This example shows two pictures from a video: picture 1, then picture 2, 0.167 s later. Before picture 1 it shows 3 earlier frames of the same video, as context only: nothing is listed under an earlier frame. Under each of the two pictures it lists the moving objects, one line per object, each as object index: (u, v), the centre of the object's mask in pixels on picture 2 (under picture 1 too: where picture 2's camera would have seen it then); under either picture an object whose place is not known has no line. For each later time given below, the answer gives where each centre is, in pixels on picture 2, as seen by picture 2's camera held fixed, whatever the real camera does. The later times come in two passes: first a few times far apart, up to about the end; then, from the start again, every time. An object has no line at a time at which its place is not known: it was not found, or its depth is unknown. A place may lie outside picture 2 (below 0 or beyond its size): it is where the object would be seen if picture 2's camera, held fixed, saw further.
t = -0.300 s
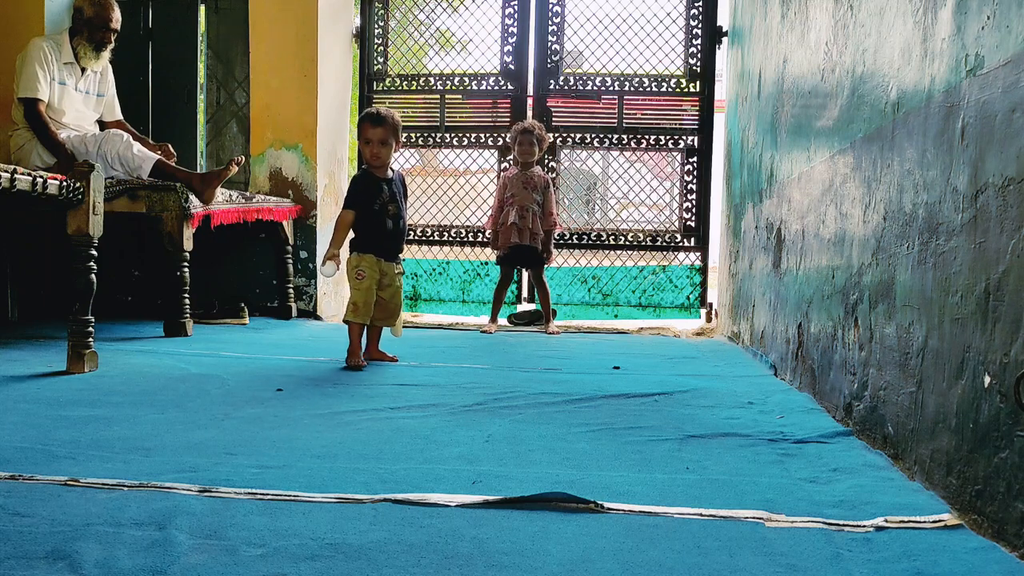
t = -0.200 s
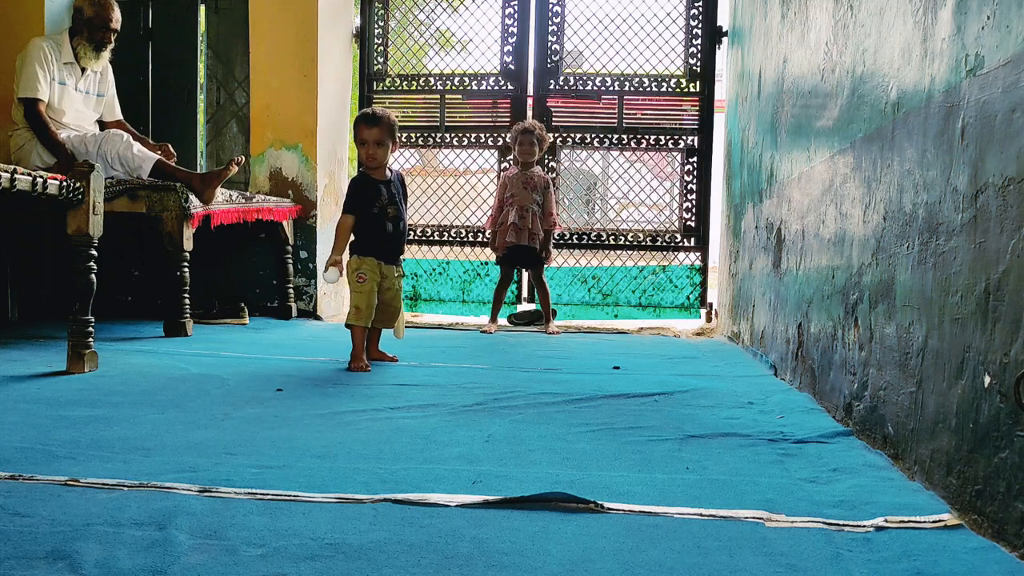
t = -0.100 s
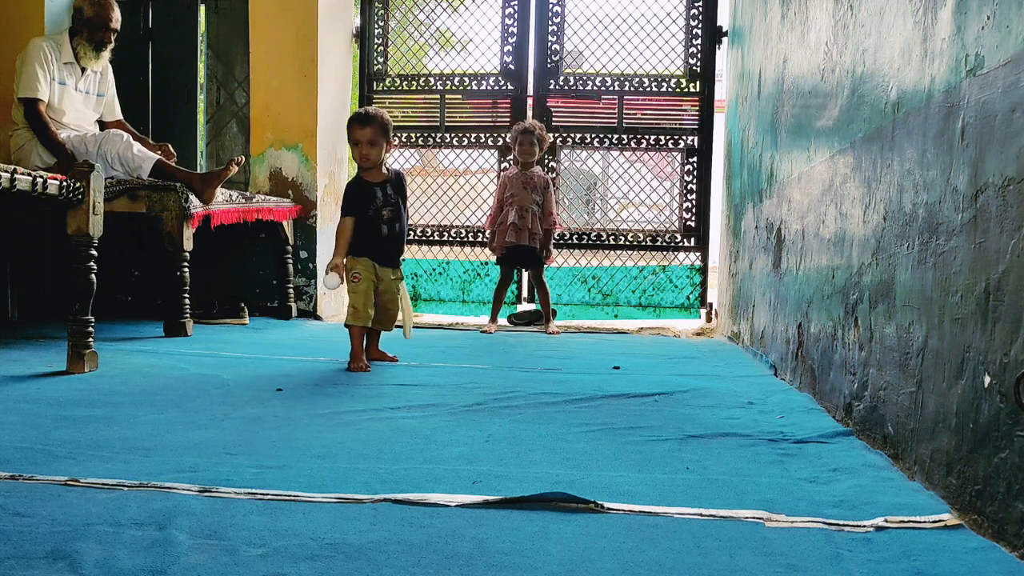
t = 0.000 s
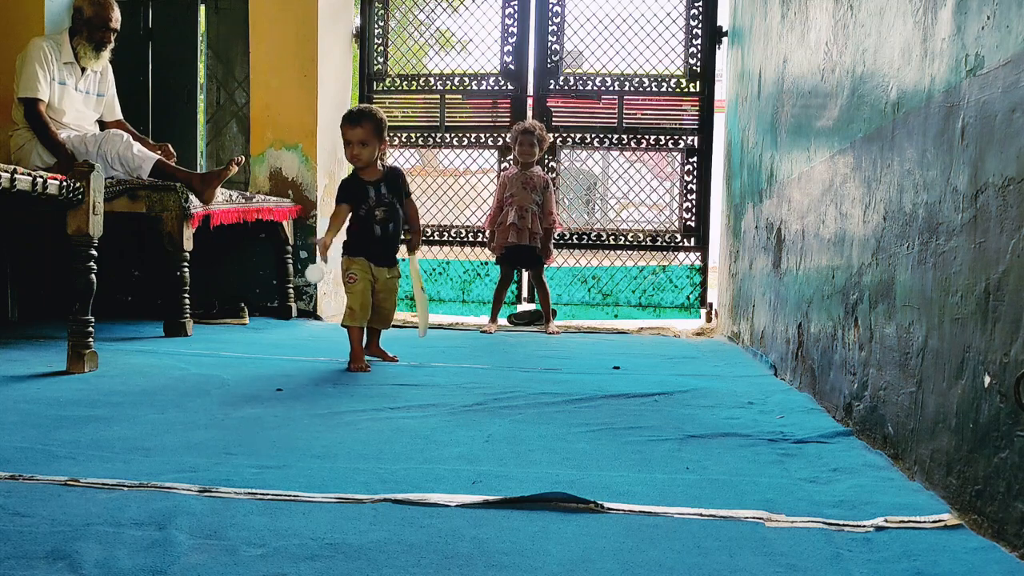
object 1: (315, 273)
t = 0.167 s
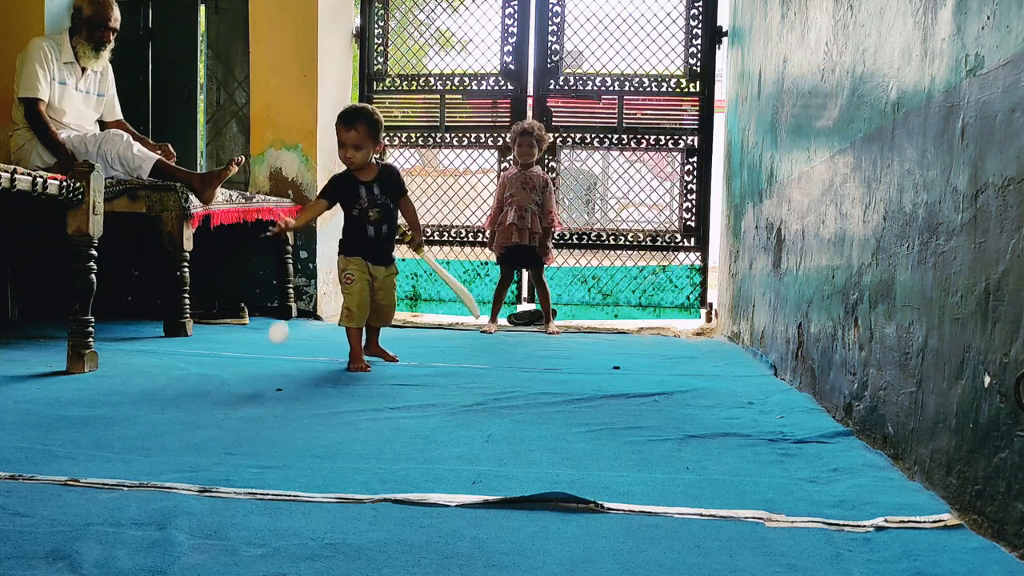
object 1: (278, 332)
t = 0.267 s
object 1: (257, 356)
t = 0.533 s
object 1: (204, 376)
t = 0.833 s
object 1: (121, 397)
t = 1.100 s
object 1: (47, 414)
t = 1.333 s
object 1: (5, 438)
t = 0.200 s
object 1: (270, 357)
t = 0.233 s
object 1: (263, 371)
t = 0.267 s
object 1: (257, 356)
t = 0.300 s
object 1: (251, 344)
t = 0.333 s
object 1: (244, 336)
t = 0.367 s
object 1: (238, 331)
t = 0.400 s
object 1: (232, 331)
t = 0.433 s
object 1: (225, 335)
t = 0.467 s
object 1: (218, 344)
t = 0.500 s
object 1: (211, 358)
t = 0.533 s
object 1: (204, 376)
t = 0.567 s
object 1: (195, 391)
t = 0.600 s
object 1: (187, 379)
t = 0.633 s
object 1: (178, 372)
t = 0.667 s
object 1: (169, 369)
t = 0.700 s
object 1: (160, 371)
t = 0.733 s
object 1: (150, 377)
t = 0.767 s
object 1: (140, 388)
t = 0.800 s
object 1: (129, 405)
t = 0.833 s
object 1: (121, 397)
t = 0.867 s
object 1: (112, 392)
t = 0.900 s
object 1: (103, 392)
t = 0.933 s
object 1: (94, 397)
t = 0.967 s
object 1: (84, 408)
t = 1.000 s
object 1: (74, 416)
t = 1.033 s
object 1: (65, 410)
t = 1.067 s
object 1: (56, 410)
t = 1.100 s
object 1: (47, 414)
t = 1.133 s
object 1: (37, 426)
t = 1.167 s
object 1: (29, 425)
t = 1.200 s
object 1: (22, 422)
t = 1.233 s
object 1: (16, 425)
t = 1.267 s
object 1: (12, 435)
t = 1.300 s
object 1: (8, 437)
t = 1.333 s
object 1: (5, 438)
